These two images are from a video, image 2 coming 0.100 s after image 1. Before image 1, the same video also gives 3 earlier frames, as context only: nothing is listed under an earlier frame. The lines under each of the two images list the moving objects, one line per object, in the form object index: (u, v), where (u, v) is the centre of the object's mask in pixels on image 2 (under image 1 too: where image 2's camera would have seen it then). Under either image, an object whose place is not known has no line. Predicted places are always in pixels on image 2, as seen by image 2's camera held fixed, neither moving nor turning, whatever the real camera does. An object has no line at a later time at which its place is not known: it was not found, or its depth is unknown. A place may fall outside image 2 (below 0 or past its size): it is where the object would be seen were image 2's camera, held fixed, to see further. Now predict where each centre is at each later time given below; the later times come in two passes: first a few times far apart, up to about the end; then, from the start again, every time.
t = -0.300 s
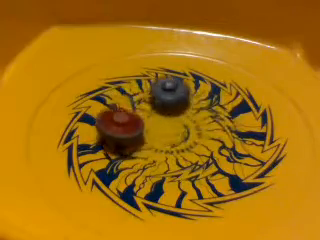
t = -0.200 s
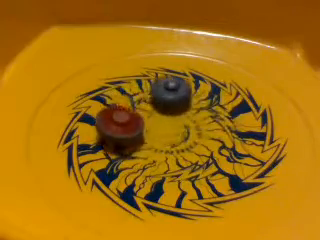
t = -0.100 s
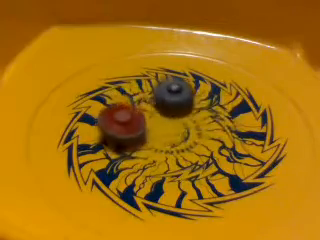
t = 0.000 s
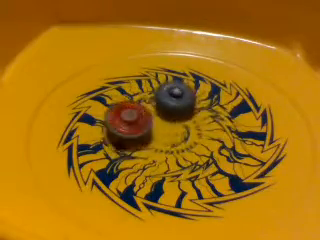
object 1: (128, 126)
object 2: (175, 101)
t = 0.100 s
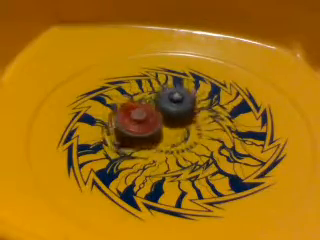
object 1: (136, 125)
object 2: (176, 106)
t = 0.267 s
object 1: (127, 138)
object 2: (199, 103)
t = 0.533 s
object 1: (125, 148)
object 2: (208, 111)
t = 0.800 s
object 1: (126, 148)
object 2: (192, 120)
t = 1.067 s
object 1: (137, 150)
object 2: (174, 121)
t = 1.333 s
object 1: (139, 154)
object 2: (164, 115)
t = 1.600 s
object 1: (142, 154)
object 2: (163, 111)
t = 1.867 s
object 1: (153, 150)
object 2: (169, 111)
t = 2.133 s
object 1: (169, 152)
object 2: (167, 113)
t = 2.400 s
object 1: (175, 158)
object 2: (163, 116)
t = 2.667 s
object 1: (174, 153)
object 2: (162, 114)
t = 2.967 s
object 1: (178, 149)
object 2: (163, 105)
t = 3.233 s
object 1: (184, 148)
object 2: (166, 102)
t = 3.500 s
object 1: (185, 148)
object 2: (171, 105)
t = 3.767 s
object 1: (188, 146)
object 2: (172, 108)
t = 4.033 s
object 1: (190, 145)
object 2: (176, 108)
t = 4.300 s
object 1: (191, 142)
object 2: (175, 107)
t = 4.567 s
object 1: (193, 141)
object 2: (174, 106)
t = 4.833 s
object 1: (192, 142)
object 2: (172, 105)
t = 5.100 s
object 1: (190, 139)
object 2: (171, 103)
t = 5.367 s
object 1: (192, 139)
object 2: (166, 94)
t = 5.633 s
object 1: (192, 138)
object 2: (171, 96)
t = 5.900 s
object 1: (195, 132)
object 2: (177, 98)
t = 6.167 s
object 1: (200, 134)
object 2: (178, 96)
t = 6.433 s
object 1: (192, 132)
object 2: (173, 95)
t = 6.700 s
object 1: (195, 131)
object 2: (175, 91)
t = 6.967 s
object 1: (195, 132)
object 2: (177, 93)
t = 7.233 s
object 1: (189, 129)
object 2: (179, 94)
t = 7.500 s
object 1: (190, 126)
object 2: (184, 95)
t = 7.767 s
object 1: (187, 125)
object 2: (187, 94)
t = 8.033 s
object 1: (184, 123)
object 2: (187, 92)
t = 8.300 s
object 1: (181, 123)
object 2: (185, 91)
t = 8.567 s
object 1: (179, 126)
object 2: (185, 91)
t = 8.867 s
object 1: (173, 127)
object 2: (189, 97)
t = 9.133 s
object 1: (157, 117)
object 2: (188, 97)
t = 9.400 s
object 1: (160, 128)
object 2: (189, 98)
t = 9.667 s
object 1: (164, 123)
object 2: (188, 98)
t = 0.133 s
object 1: (135, 126)
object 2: (180, 106)
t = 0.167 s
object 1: (131, 131)
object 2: (188, 105)
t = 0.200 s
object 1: (128, 135)
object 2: (194, 103)
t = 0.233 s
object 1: (127, 136)
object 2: (196, 102)
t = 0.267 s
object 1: (127, 138)
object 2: (199, 103)
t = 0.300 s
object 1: (127, 140)
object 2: (201, 104)
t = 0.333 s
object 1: (127, 144)
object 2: (204, 105)
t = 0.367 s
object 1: (127, 146)
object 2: (205, 106)
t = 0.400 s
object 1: (126, 147)
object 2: (206, 107)
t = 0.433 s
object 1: (126, 147)
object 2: (208, 108)
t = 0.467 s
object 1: (126, 147)
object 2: (209, 109)
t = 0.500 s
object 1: (125, 148)
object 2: (209, 110)
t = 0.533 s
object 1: (125, 148)
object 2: (208, 111)
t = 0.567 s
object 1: (125, 148)
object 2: (207, 113)
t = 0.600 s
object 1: (125, 148)
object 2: (205, 114)
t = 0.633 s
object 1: (125, 148)
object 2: (203, 115)
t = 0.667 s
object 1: (125, 148)
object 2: (201, 116)
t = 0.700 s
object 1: (125, 148)
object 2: (199, 118)
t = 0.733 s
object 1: (126, 148)
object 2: (197, 118)
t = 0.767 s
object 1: (126, 148)
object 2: (195, 119)
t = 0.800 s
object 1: (126, 148)
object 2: (192, 120)
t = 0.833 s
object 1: (127, 148)
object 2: (188, 120)
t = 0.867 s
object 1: (128, 148)
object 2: (185, 122)
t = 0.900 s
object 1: (129, 148)
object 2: (181, 122)
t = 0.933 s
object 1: (130, 147)
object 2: (180, 122)
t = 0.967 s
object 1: (132, 147)
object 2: (178, 122)
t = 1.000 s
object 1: (135, 147)
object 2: (175, 123)
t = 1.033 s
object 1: (137, 148)
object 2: (175, 122)
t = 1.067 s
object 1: (137, 150)
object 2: (174, 121)
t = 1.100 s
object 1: (137, 151)
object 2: (174, 119)
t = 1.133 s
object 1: (137, 151)
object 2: (173, 119)
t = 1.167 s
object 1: (138, 152)
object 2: (171, 118)
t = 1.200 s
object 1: (138, 152)
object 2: (170, 118)
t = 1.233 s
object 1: (138, 153)
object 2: (169, 118)
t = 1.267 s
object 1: (139, 153)
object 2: (166, 116)
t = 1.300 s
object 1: (139, 154)
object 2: (165, 116)
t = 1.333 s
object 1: (139, 154)
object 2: (164, 115)
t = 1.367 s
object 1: (139, 153)
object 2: (163, 114)
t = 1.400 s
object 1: (140, 154)
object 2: (162, 114)
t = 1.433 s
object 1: (140, 154)
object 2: (162, 113)
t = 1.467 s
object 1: (140, 155)
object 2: (162, 113)
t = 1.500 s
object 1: (141, 154)
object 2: (162, 112)
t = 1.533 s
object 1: (141, 154)
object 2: (162, 112)
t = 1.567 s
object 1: (141, 154)
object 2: (163, 112)
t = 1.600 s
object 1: (142, 154)
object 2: (163, 111)
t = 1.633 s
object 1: (144, 153)
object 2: (164, 111)
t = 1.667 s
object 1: (144, 153)
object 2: (164, 111)
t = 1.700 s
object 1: (145, 153)
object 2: (165, 110)
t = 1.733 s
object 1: (146, 152)
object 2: (166, 110)
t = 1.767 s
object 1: (148, 152)
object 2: (168, 111)
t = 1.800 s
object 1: (150, 151)
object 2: (168, 111)
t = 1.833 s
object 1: (152, 151)
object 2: (168, 111)
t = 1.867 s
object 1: (153, 150)
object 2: (169, 111)
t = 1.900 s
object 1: (156, 150)
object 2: (170, 111)
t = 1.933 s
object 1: (158, 150)
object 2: (171, 112)
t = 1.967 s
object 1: (161, 149)
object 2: (170, 112)
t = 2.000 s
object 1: (163, 149)
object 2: (170, 112)
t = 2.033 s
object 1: (164, 150)
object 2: (170, 112)
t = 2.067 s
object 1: (166, 150)
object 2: (169, 112)
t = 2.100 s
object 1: (167, 151)
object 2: (168, 113)
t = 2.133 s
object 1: (169, 152)
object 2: (167, 113)
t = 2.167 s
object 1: (172, 155)
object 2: (166, 114)
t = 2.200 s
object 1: (174, 155)
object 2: (166, 114)
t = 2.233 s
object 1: (175, 156)
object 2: (166, 115)
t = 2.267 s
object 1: (175, 157)
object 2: (165, 116)
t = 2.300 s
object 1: (175, 158)
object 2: (164, 116)
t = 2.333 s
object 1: (175, 158)
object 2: (164, 116)
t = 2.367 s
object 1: (175, 158)
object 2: (164, 116)
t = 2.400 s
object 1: (175, 158)
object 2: (163, 116)
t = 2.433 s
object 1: (175, 158)
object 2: (163, 116)
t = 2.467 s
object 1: (175, 158)
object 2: (163, 116)
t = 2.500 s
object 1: (175, 158)
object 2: (163, 116)
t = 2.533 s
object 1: (175, 158)
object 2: (162, 116)
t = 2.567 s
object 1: (175, 157)
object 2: (162, 115)
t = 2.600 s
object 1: (175, 156)
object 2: (162, 115)
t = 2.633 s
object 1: (174, 155)
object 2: (162, 115)
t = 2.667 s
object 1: (174, 153)
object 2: (162, 114)
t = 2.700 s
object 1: (174, 151)
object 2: (161, 114)
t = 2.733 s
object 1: (174, 151)
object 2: (162, 113)
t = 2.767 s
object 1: (175, 151)
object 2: (162, 112)
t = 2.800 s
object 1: (175, 151)
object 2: (162, 110)
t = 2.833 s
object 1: (175, 150)
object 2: (162, 108)
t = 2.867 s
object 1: (176, 149)
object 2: (162, 107)
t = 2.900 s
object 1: (177, 149)
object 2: (162, 107)
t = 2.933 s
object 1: (178, 149)
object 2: (162, 106)
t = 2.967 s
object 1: (178, 149)
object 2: (163, 105)
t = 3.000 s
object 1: (179, 148)
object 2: (163, 105)
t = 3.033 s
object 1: (180, 148)
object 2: (163, 105)
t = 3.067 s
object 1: (181, 148)
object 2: (164, 104)
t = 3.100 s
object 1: (181, 148)
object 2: (164, 104)
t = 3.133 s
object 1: (182, 148)
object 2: (164, 103)
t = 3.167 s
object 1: (183, 148)
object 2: (165, 103)
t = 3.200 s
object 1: (183, 148)
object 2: (166, 103)
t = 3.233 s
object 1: (184, 148)
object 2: (166, 102)
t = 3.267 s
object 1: (184, 148)
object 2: (166, 103)
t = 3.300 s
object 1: (184, 148)
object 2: (168, 103)
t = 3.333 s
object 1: (185, 147)
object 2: (168, 103)
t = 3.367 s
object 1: (185, 147)
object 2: (169, 103)
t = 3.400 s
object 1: (185, 148)
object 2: (169, 103)
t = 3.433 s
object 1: (185, 148)
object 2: (170, 104)
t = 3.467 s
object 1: (185, 148)
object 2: (171, 104)
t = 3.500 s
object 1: (185, 148)
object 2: (171, 105)
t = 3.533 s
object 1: (185, 148)
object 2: (171, 106)
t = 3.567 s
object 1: (186, 147)
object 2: (172, 107)
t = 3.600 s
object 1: (186, 146)
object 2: (172, 107)
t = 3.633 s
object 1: (186, 146)
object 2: (172, 107)
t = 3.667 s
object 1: (187, 146)
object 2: (172, 108)
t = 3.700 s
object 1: (187, 146)
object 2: (172, 108)
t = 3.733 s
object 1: (187, 146)
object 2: (172, 108)
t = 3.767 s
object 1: (188, 146)
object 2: (172, 108)
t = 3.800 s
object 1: (188, 146)
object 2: (172, 108)
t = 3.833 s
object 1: (188, 146)
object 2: (173, 108)
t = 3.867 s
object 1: (188, 146)
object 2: (172, 107)
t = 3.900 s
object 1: (189, 146)
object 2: (173, 107)
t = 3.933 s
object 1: (189, 146)
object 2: (175, 107)
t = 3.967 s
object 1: (189, 146)
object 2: (175, 107)
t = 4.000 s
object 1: (190, 145)
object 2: (175, 107)
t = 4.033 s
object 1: (190, 145)
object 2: (176, 108)
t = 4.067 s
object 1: (190, 145)
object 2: (176, 107)
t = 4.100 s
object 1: (190, 145)
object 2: (176, 107)
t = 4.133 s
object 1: (190, 145)
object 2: (177, 108)
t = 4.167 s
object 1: (190, 144)
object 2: (176, 107)
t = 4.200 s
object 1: (190, 144)
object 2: (177, 107)
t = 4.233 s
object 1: (190, 143)
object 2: (177, 107)
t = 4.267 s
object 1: (191, 143)
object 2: (176, 107)
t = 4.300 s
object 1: (191, 142)
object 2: (175, 107)
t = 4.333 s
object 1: (191, 142)
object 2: (175, 107)
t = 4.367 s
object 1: (191, 142)
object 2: (175, 107)
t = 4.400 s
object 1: (191, 142)
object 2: (175, 107)
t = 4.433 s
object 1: (191, 142)
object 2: (175, 107)
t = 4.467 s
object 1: (192, 142)
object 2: (175, 107)
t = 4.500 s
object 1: (192, 141)
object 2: (175, 106)
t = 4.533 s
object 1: (192, 141)
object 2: (174, 106)
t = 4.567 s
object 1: (193, 141)
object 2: (174, 106)
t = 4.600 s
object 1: (193, 141)
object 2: (174, 106)
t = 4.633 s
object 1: (193, 141)
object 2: (175, 106)
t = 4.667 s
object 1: (193, 141)
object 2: (174, 106)
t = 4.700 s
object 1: (194, 141)
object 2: (173, 106)
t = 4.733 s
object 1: (194, 141)
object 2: (174, 106)
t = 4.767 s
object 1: (193, 141)
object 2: (174, 106)
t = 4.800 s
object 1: (192, 142)
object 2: (173, 105)
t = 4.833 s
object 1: (192, 142)
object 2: (172, 105)
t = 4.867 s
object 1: (192, 142)
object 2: (172, 105)
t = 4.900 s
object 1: (192, 142)
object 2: (173, 105)
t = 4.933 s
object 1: (192, 141)
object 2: (172, 104)
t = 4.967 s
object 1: (192, 142)
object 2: (172, 104)
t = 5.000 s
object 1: (192, 142)
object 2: (172, 104)
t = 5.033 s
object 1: (191, 140)
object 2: (171, 104)
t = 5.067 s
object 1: (190, 139)
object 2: (171, 103)
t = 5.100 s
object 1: (190, 139)
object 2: (171, 103)
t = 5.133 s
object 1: (190, 137)
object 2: (170, 103)
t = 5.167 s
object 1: (189, 135)
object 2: (170, 103)
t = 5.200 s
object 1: (190, 137)
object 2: (170, 102)
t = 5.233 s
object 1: (191, 138)
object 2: (168, 100)
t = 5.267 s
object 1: (191, 140)
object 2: (167, 98)
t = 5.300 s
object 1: (191, 139)
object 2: (166, 97)
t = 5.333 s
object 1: (191, 139)
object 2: (166, 95)
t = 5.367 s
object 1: (192, 139)
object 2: (166, 94)
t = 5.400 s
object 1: (192, 139)
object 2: (167, 94)
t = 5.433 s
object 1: (192, 139)
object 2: (168, 94)
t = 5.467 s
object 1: (192, 139)
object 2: (168, 94)
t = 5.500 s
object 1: (192, 139)
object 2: (168, 94)
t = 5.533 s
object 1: (193, 138)
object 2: (169, 94)
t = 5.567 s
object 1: (193, 138)
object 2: (170, 95)
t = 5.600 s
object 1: (193, 138)
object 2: (171, 95)
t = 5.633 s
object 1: (192, 138)
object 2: (171, 96)
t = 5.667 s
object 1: (193, 137)
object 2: (171, 96)
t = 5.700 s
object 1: (193, 136)
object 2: (172, 97)
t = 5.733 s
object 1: (193, 136)
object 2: (173, 97)
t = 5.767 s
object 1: (194, 135)
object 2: (173, 97)
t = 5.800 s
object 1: (194, 134)
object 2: (174, 98)
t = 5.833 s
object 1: (194, 134)
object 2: (175, 98)
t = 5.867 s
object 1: (195, 133)
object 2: (176, 98)
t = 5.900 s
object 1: (195, 132)
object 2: (177, 98)
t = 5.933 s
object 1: (197, 132)
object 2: (178, 99)
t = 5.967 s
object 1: (198, 133)
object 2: (178, 98)
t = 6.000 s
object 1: (199, 134)
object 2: (178, 97)
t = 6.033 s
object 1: (200, 134)
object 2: (178, 97)
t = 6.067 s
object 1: (200, 134)
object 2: (178, 97)
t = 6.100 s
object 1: (200, 134)
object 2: (179, 97)
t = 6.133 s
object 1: (201, 134)
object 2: (179, 97)
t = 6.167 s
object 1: (200, 134)
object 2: (178, 96)
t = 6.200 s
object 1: (199, 134)
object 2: (177, 96)
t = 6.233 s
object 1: (198, 135)
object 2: (174, 95)
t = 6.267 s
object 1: (198, 134)
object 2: (174, 95)
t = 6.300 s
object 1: (197, 135)
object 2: (174, 95)
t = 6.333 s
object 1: (196, 134)
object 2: (174, 94)
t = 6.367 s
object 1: (194, 133)
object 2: (174, 94)
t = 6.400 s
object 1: (193, 132)
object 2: (174, 95)
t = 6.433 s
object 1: (192, 132)
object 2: (173, 95)
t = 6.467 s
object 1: (191, 132)
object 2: (174, 95)
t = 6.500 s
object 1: (190, 130)
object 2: (175, 94)
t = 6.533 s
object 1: (190, 128)
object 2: (175, 94)
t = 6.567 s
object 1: (190, 128)
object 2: (175, 94)
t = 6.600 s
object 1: (193, 130)
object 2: (174, 94)
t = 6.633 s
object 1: (194, 131)
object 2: (175, 93)
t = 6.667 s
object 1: (195, 131)
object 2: (176, 92)
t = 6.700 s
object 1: (195, 131)
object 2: (175, 91)
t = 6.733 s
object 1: (196, 132)
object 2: (174, 90)
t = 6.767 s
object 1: (197, 132)
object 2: (175, 90)
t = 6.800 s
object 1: (197, 132)
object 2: (175, 90)
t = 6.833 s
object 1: (197, 132)
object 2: (175, 90)
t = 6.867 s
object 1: (196, 132)
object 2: (176, 91)
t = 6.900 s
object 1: (196, 132)
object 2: (177, 91)
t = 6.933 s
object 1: (195, 132)
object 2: (177, 92)
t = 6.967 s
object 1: (195, 132)
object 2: (177, 93)
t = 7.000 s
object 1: (195, 132)
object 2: (177, 94)
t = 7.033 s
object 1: (194, 132)
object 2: (177, 94)
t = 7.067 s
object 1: (193, 132)
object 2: (177, 95)
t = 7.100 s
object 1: (192, 130)
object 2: (178, 95)
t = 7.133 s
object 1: (191, 130)
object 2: (180, 95)
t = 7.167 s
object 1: (191, 130)
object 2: (179, 95)
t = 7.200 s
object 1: (190, 128)
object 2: (179, 93)
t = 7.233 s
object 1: (189, 129)
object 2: (179, 94)
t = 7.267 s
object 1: (189, 128)
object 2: (180, 96)
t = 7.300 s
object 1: (190, 129)
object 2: (180, 97)
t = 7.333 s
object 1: (190, 127)
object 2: (179, 97)
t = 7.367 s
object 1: (190, 127)
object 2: (181, 96)
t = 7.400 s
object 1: (190, 127)
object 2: (181, 96)
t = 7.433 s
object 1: (190, 126)
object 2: (181, 96)
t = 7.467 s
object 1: (190, 126)
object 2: (183, 96)
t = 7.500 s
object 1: (190, 126)
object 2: (184, 95)
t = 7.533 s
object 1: (190, 125)
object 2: (184, 95)
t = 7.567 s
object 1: (190, 126)
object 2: (184, 95)
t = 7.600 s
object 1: (189, 126)
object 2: (185, 95)
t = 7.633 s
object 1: (189, 125)
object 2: (185, 94)
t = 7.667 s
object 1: (189, 125)
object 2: (186, 94)
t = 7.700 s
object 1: (189, 125)
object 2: (186, 93)
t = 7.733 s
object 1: (188, 125)
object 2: (186, 93)
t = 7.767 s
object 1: (187, 125)
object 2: (187, 94)
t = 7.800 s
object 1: (187, 124)
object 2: (187, 94)
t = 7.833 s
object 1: (187, 124)
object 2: (187, 93)
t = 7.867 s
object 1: (187, 124)
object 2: (187, 93)
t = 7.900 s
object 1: (186, 122)
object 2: (187, 93)
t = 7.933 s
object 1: (185, 123)
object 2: (187, 93)
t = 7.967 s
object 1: (185, 124)
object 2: (187, 93)
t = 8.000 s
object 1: (184, 123)
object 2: (187, 92)
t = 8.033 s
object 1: (184, 123)
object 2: (187, 92)
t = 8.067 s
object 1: (183, 122)
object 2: (187, 91)
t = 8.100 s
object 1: (182, 122)
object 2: (187, 92)
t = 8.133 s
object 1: (184, 116)
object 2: (187, 92)
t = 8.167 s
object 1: (184, 117)
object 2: (187, 91)
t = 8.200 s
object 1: (184, 122)
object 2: (187, 91)
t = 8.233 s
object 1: (183, 122)
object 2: (187, 91)
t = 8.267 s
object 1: (182, 123)
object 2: (187, 91)
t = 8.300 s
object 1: (181, 123)
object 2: (185, 91)
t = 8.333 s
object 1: (182, 122)
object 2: (185, 92)
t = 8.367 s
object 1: (182, 122)
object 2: (185, 91)
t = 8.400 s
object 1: (183, 123)
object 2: (185, 91)
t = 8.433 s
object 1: (183, 125)
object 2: (185, 91)
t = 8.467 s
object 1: (182, 124)
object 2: (185, 91)
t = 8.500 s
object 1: (182, 125)
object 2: (186, 90)
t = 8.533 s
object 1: (180, 126)
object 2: (185, 91)
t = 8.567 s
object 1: (179, 126)
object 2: (185, 91)
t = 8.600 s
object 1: (178, 126)
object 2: (185, 92)
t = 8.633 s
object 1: (177, 126)
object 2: (185, 93)
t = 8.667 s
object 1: (175, 127)
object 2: (186, 94)
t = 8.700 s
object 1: (175, 128)
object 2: (186, 95)
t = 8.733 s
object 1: (175, 127)
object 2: (187, 96)
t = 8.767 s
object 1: (175, 127)
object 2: (188, 96)
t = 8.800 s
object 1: (174, 128)
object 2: (189, 96)
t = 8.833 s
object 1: (174, 127)
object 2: (189, 97)
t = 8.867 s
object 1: (173, 127)
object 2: (189, 97)
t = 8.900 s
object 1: (173, 127)
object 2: (189, 97)
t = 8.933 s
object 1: (171, 126)
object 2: (189, 98)
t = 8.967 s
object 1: (170, 126)
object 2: (189, 97)
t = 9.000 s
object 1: (169, 124)
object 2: (189, 97)
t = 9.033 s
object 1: (166, 114)
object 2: (189, 98)
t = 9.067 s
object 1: (163, 116)
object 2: (189, 98)
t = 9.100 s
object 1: (161, 115)
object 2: (189, 97)
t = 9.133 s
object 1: (157, 117)
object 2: (188, 97)
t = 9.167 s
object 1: (153, 118)
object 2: (188, 98)
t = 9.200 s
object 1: (153, 124)
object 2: (188, 98)
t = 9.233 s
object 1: (151, 123)
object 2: (188, 98)
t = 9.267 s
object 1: (152, 125)
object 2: (188, 98)
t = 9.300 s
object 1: (153, 126)
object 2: (189, 98)
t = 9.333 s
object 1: (155, 127)
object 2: (189, 98)
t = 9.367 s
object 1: (157, 128)
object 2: (189, 98)
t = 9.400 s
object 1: (160, 128)
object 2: (189, 98)
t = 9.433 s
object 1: (163, 128)
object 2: (189, 98)
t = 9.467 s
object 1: (164, 128)
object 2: (189, 97)
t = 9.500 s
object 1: (165, 127)
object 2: (189, 97)
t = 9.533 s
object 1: (166, 127)
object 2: (189, 97)
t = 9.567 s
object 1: (167, 125)
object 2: (188, 97)
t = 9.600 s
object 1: (167, 124)
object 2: (188, 97)
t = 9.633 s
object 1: (165, 124)
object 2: (188, 97)
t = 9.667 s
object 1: (164, 123)
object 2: (188, 98)
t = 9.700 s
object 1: (160, 123)
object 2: (188, 97)
